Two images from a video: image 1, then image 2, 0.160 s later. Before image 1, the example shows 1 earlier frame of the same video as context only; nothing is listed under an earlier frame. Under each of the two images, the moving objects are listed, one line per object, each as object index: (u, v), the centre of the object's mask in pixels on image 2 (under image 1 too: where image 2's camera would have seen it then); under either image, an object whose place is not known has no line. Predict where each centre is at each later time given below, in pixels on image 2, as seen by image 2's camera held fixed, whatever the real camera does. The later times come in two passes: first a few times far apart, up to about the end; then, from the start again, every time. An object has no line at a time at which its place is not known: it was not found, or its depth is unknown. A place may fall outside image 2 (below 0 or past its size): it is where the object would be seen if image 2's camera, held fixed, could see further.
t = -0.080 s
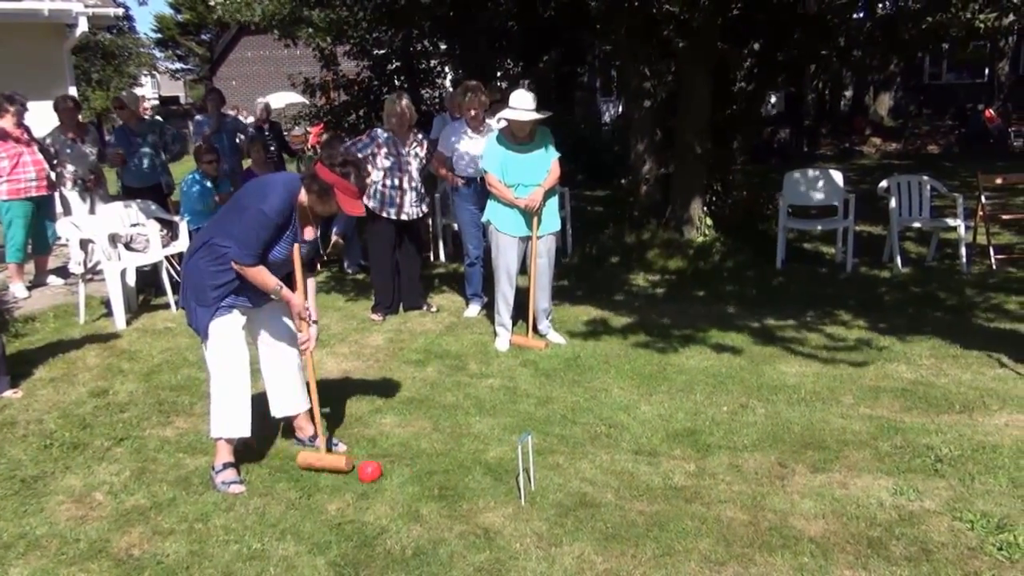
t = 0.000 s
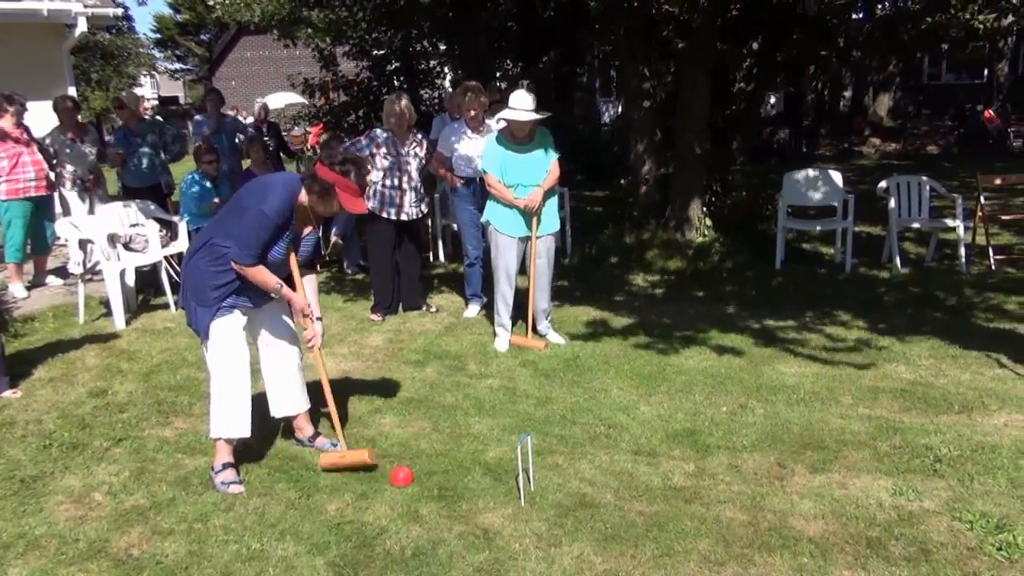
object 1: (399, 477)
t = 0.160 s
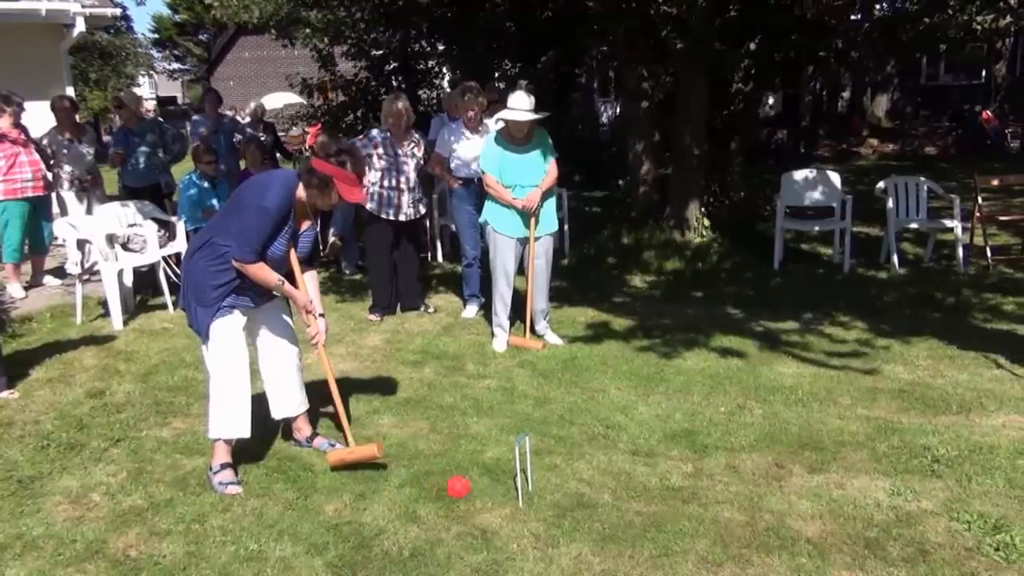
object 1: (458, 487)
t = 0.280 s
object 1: (500, 490)
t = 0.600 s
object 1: (556, 495)
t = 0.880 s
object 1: (567, 494)
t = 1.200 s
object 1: (565, 495)
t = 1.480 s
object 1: (565, 495)
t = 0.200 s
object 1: (473, 488)
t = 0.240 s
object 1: (486, 489)
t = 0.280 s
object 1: (500, 490)
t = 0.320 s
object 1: (509, 492)
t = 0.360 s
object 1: (519, 491)
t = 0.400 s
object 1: (530, 490)
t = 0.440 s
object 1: (537, 493)
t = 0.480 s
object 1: (542, 494)
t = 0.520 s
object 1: (547, 494)
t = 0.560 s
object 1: (552, 494)
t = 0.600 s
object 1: (556, 495)
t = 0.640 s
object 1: (560, 495)
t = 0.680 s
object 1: (563, 495)
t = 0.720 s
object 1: (564, 495)
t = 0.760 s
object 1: (566, 495)
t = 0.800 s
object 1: (567, 495)
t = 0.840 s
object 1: (567, 495)
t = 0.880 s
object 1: (567, 494)
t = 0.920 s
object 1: (566, 495)
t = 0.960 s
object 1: (566, 495)
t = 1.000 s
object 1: (566, 495)
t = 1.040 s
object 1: (566, 495)
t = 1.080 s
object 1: (566, 495)
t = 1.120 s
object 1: (565, 495)
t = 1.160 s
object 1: (566, 495)
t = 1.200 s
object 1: (565, 495)
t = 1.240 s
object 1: (565, 495)
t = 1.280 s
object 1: (565, 495)
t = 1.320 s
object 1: (565, 495)
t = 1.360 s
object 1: (565, 495)
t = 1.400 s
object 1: (565, 495)
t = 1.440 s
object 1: (566, 495)
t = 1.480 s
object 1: (565, 495)
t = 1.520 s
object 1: (565, 495)
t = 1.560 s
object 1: (565, 495)
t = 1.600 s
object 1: (565, 495)
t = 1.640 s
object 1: (565, 495)
